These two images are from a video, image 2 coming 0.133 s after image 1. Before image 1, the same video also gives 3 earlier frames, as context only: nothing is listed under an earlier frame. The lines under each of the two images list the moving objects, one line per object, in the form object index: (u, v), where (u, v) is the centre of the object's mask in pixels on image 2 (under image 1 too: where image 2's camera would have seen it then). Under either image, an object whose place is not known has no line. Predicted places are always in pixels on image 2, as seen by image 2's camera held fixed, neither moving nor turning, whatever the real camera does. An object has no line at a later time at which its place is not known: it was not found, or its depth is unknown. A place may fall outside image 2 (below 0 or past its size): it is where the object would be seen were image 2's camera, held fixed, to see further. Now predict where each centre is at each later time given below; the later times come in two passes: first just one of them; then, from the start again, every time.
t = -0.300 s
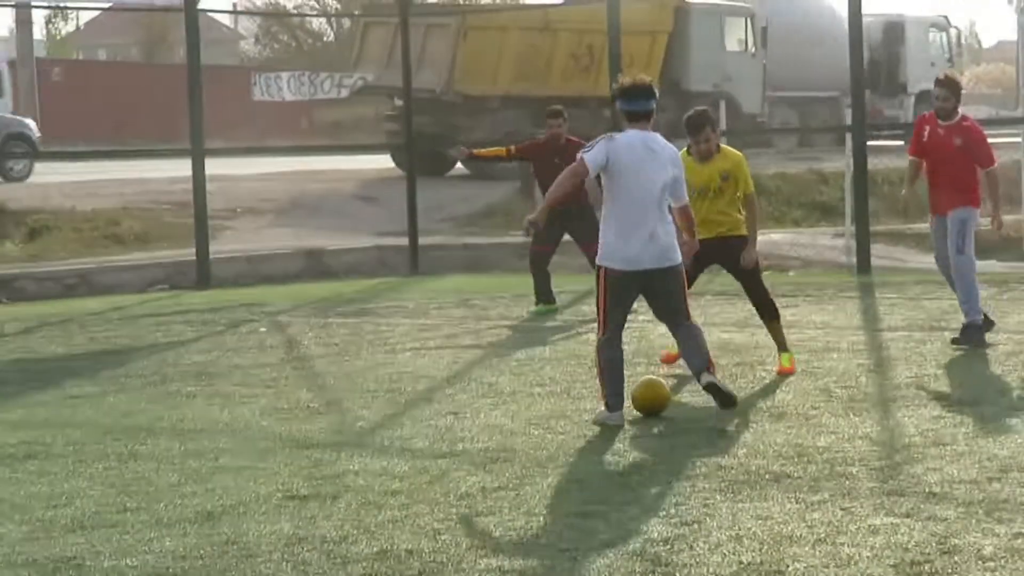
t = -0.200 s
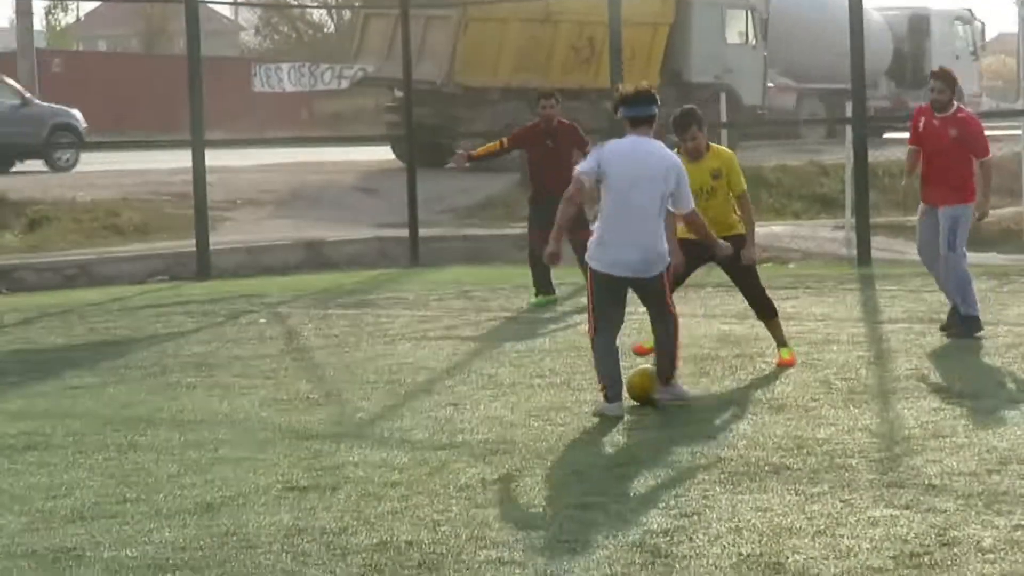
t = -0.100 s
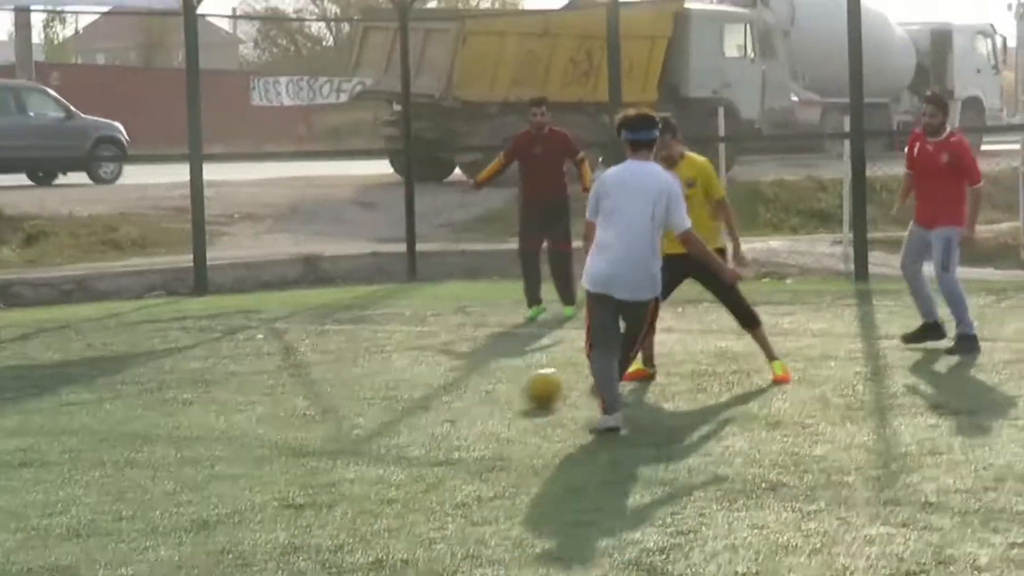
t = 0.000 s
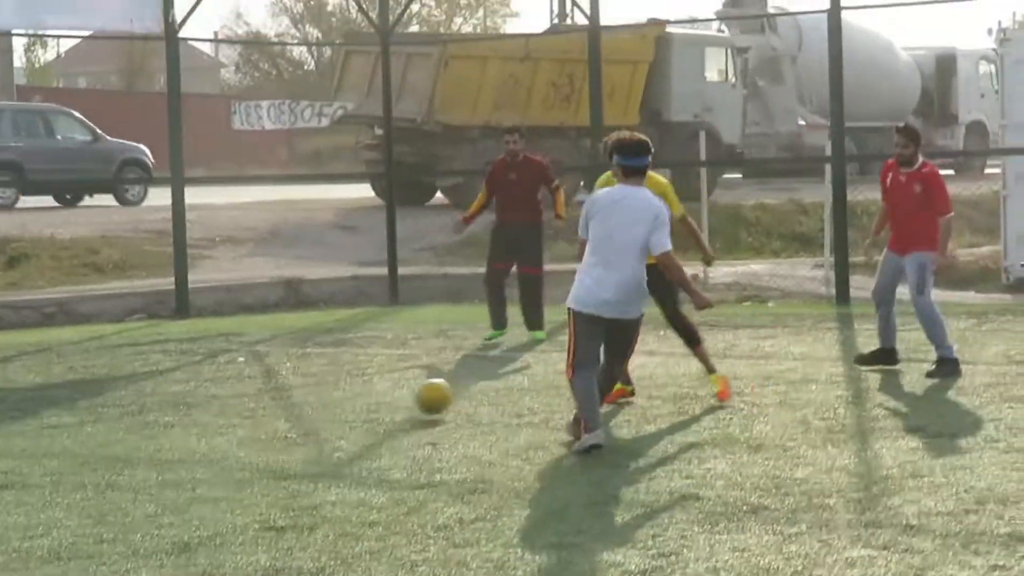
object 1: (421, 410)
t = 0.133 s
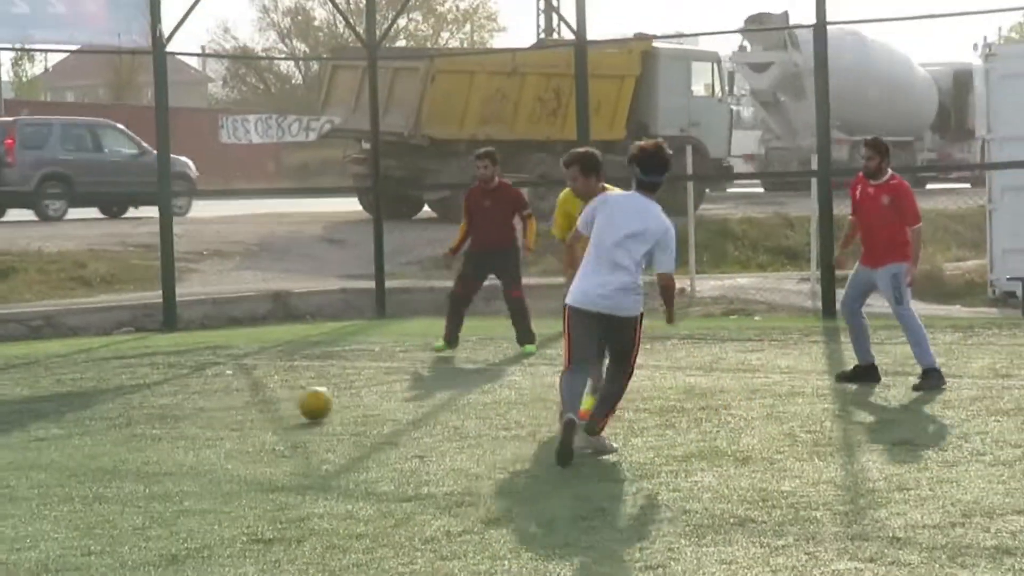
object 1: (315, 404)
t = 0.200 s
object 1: (271, 400)
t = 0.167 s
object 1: (292, 403)
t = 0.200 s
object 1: (271, 400)
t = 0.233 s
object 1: (251, 398)
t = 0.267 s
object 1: (231, 398)
